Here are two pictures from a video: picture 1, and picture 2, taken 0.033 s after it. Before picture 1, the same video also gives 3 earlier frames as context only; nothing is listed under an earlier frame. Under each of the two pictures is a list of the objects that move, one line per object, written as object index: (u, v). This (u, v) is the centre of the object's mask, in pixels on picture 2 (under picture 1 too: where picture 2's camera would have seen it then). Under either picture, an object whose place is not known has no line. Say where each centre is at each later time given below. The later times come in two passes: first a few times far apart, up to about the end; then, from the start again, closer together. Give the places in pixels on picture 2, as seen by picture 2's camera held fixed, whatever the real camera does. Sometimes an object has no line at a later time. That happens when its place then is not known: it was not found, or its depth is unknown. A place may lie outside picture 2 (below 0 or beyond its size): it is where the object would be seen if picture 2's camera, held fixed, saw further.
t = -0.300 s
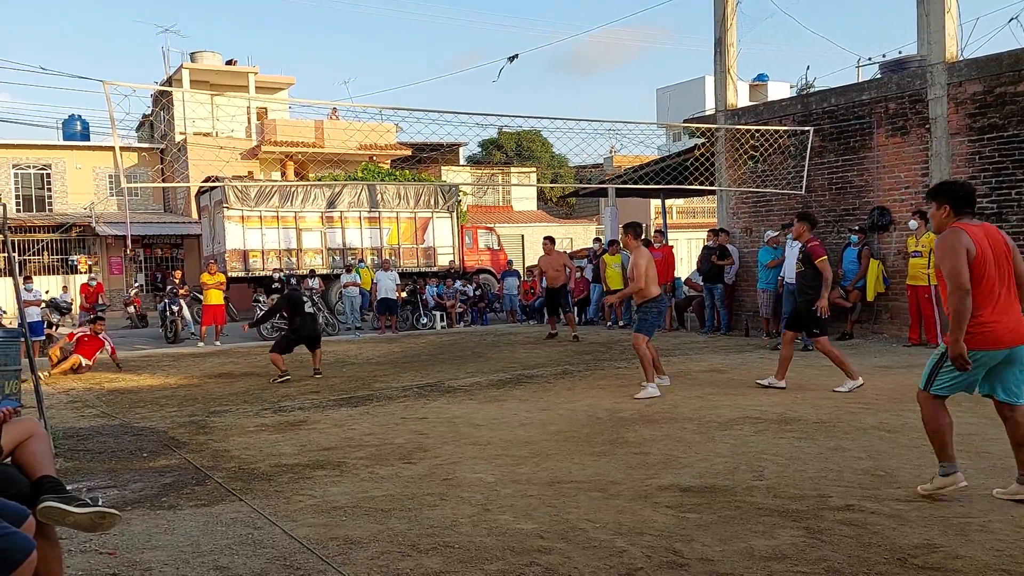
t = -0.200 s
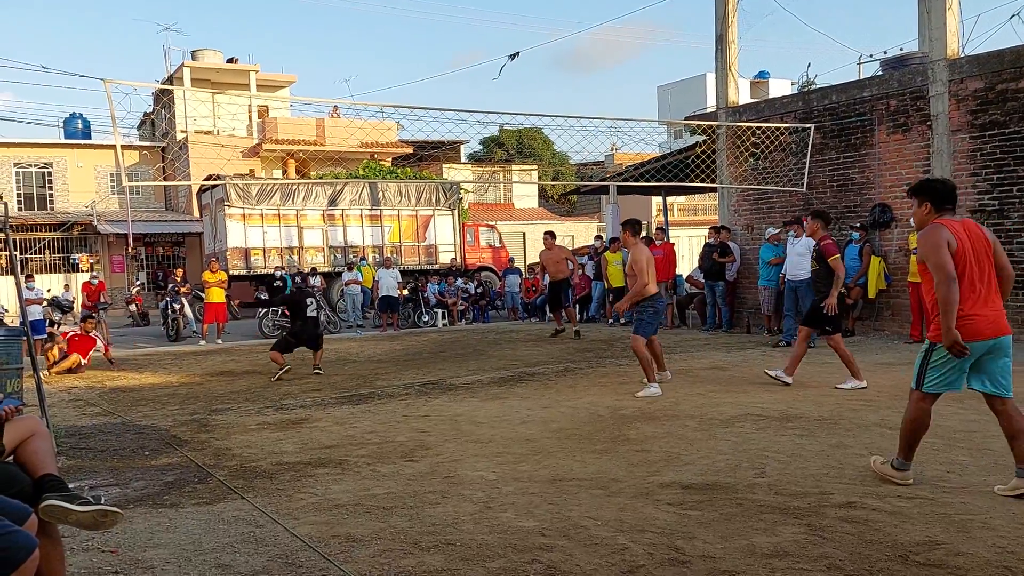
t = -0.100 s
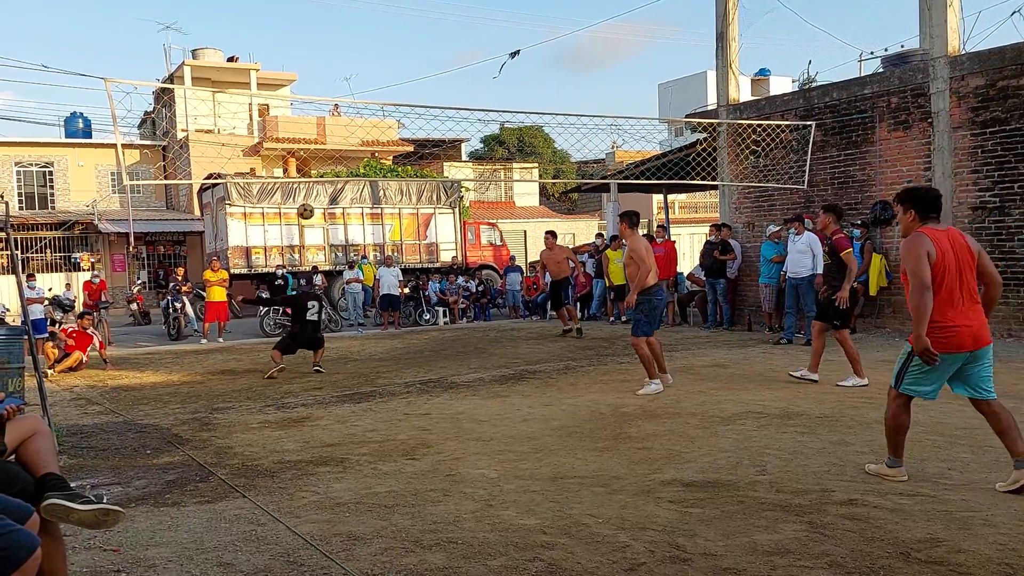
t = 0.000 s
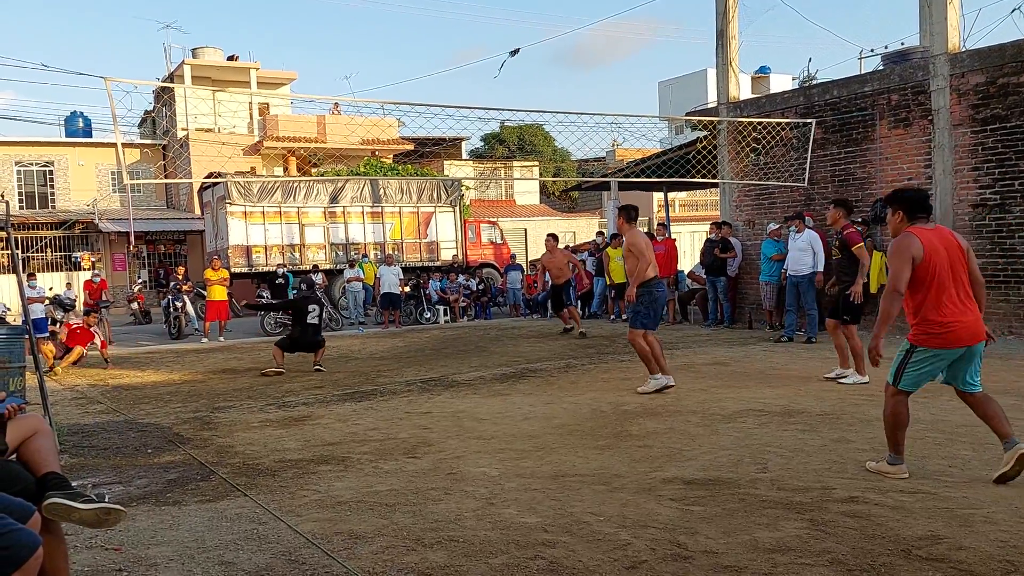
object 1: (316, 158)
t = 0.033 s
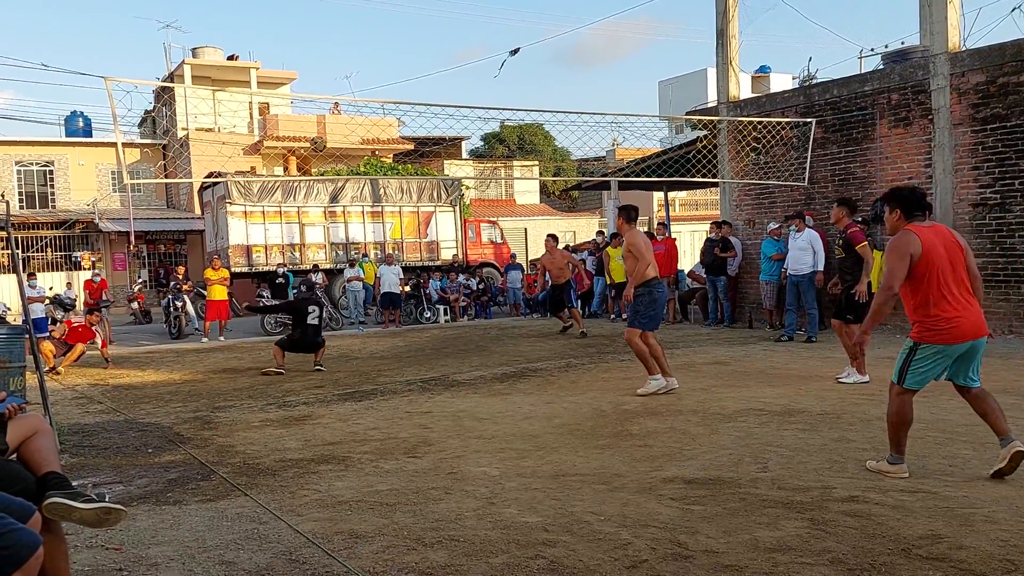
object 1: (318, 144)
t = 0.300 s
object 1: (344, 63)
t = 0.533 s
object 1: (368, 40)
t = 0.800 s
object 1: (394, 61)
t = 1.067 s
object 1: (419, 125)
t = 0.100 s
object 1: (324, 118)
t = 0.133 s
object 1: (328, 107)
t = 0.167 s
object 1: (331, 96)
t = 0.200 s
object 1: (334, 86)
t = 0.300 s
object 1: (344, 63)
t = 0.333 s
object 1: (348, 57)
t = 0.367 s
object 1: (351, 52)
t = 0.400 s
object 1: (354, 48)
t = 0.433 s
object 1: (358, 45)
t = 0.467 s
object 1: (361, 42)
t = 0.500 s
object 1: (364, 41)
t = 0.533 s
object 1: (368, 40)
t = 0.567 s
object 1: (371, 40)
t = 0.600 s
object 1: (374, 41)
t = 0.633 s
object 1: (378, 42)
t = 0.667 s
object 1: (381, 44)
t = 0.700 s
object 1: (384, 47)
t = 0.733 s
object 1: (388, 51)
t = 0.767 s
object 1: (391, 56)
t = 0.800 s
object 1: (394, 61)
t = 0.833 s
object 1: (397, 67)
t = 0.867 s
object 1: (401, 73)
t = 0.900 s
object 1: (404, 80)
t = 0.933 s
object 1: (407, 88)
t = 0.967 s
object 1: (410, 96)
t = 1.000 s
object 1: (413, 106)
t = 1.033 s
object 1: (416, 115)
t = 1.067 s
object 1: (419, 125)
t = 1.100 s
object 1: (422, 136)
